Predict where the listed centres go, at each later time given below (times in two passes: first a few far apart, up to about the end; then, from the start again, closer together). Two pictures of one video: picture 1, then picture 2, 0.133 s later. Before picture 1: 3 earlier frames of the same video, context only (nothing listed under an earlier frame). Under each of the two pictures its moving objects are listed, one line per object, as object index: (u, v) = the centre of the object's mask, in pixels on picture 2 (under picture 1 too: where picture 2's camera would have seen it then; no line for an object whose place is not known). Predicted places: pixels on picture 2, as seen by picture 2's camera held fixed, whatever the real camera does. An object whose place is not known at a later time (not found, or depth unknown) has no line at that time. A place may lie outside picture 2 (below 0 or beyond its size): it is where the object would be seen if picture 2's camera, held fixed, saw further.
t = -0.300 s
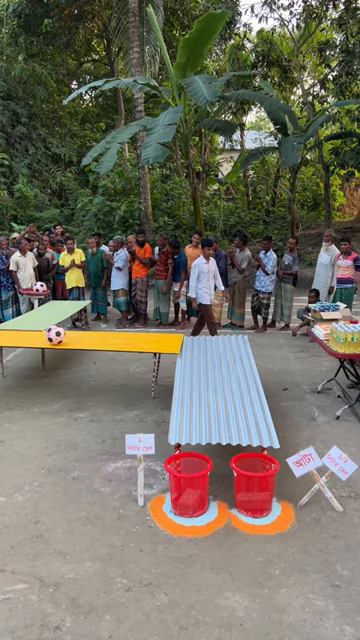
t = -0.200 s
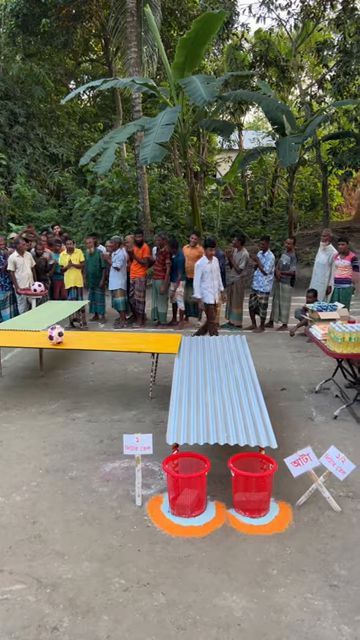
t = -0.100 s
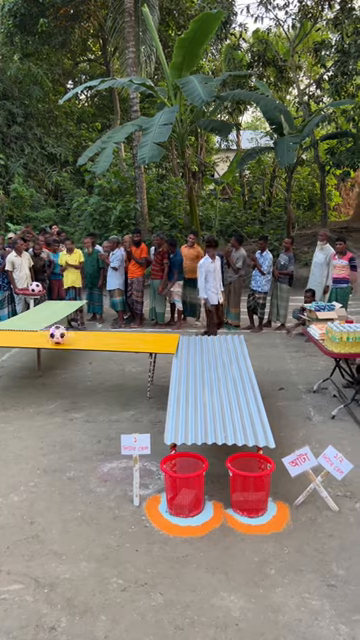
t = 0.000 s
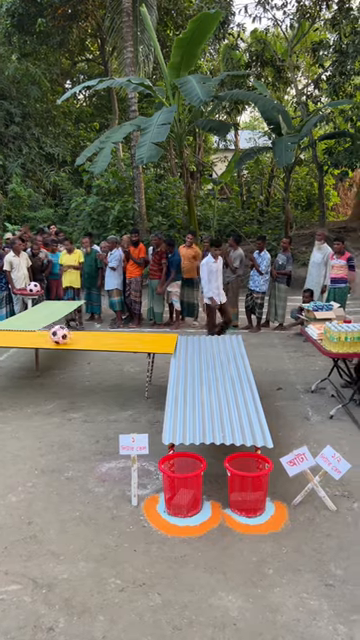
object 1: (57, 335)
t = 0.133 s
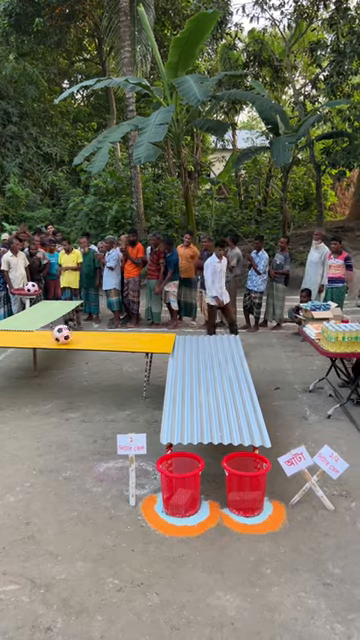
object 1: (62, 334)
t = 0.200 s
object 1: (64, 334)
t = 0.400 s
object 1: (71, 334)
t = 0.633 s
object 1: (80, 335)
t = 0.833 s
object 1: (88, 335)
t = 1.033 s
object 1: (96, 335)
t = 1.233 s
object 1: (105, 335)
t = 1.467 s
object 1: (113, 336)
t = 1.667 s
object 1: (120, 337)
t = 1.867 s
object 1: (129, 337)
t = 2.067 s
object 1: (138, 337)
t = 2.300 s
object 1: (147, 337)
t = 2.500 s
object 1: (156, 338)
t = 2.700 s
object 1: (165, 338)
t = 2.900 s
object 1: (173, 338)
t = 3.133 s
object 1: (183, 341)
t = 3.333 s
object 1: (192, 342)
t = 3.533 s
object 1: (198, 343)
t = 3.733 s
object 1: (204, 345)
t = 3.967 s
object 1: (210, 348)
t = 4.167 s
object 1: (212, 349)
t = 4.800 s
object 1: (214, 359)
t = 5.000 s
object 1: (216, 363)
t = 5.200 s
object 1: (219, 368)
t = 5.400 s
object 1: (218, 373)
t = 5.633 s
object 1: (217, 380)
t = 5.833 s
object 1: (220, 387)
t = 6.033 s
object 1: (222, 394)
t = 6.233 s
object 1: (222, 403)
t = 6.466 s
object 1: (225, 415)
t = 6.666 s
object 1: (227, 426)
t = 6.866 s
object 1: (225, 446)
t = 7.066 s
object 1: (225, 460)
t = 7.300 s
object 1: (225, 524)
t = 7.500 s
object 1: (222, 502)
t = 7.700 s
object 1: (220, 539)
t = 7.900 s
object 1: (218, 557)
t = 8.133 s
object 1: (215, 588)
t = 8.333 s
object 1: (215, 610)
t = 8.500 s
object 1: (214, 634)
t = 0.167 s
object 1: (63, 333)
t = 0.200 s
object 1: (64, 334)
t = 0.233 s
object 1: (66, 334)
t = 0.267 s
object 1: (67, 334)
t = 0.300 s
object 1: (68, 333)
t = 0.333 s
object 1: (69, 334)
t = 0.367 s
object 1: (70, 334)
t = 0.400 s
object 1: (71, 334)
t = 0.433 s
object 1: (73, 334)
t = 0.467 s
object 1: (74, 335)
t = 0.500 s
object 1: (75, 335)
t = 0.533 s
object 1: (76, 335)
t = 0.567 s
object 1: (77, 335)
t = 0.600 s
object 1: (79, 335)
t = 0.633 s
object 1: (80, 335)
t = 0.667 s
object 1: (82, 335)
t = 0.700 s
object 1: (83, 335)
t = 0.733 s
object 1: (84, 335)
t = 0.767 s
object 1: (86, 335)
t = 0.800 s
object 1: (87, 335)
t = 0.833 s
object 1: (88, 335)
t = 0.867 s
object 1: (90, 335)
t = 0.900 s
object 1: (91, 335)
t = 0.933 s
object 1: (92, 335)
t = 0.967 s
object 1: (94, 335)
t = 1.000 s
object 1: (95, 335)
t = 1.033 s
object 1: (96, 335)
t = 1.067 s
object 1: (98, 335)
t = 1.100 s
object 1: (99, 335)
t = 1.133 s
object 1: (100, 335)
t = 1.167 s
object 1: (101, 336)
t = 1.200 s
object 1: (103, 336)
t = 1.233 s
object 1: (105, 335)
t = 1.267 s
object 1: (106, 335)
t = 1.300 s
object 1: (107, 336)
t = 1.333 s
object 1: (109, 336)
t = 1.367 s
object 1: (110, 336)
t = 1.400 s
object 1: (111, 336)
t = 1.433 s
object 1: (113, 336)
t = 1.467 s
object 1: (113, 336)
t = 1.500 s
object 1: (115, 336)
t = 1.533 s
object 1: (116, 336)
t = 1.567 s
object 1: (117, 336)
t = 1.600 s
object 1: (119, 337)
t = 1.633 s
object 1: (120, 337)
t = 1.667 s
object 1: (120, 337)
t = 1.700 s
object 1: (122, 337)
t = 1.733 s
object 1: (123, 337)
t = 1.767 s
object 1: (125, 337)
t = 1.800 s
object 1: (126, 336)
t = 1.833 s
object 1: (128, 336)
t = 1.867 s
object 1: (129, 337)
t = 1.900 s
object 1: (131, 337)
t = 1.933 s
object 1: (132, 337)
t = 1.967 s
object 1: (133, 337)
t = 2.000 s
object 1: (135, 337)
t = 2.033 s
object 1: (136, 337)
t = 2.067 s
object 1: (138, 337)
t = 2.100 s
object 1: (139, 337)
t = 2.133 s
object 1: (140, 337)
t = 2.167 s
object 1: (142, 337)
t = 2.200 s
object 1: (143, 337)
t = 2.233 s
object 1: (145, 337)
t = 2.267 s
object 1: (146, 337)
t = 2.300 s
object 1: (147, 337)
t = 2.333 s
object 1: (148, 337)
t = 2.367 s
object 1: (150, 338)
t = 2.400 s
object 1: (151, 338)
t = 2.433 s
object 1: (153, 337)
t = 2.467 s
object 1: (154, 338)
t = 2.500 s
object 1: (156, 338)
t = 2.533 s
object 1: (158, 337)
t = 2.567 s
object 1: (159, 338)
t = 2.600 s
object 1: (161, 338)
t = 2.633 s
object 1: (162, 338)
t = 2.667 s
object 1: (164, 338)
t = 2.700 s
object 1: (165, 338)
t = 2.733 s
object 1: (166, 338)
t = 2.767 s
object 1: (168, 338)
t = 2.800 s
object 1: (169, 338)
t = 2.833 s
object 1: (170, 338)
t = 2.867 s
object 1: (172, 338)
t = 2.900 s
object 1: (173, 338)
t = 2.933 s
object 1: (175, 339)
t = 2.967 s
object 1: (176, 339)
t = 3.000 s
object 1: (177, 340)
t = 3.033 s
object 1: (179, 340)
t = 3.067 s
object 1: (181, 341)
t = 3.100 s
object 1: (182, 341)
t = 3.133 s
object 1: (183, 341)
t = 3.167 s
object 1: (186, 342)
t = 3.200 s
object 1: (187, 342)
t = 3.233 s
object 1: (188, 342)
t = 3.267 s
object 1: (190, 342)
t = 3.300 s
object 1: (191, 341)
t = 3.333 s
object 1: (192, 342)
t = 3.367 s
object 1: (193, 343)
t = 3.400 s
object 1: (194, 343)
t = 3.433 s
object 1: (195, 343)
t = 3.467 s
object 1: (196, 343)
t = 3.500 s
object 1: (197, 343)
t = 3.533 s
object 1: (198, 343)
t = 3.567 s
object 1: (199, 344)
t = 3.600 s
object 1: (201, 344)
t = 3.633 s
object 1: (202, 344)
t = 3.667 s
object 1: (203, 344)
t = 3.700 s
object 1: (203, 344)
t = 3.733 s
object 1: (204, 345)
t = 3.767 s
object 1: (205, 346)
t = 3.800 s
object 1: (206, 347)
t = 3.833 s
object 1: (207, 346)
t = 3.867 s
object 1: (208, 347)
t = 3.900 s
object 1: (209, 347)
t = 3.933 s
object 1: (209, 347)
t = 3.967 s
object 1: (210, 348)
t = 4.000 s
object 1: (210, 348)
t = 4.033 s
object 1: (210, 347)
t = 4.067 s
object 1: (211, 347)
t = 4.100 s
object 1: (211, 348)
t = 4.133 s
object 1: (212, 349)
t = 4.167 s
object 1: (212, 349)
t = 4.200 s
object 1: (213, 350)
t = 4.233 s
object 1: (214, 351)
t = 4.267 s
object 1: (215, 352)
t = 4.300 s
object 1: (215, 352)
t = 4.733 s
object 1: (214, 358)
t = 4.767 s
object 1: (214, 359)
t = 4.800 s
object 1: (214, 359)
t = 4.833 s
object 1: (214, 359)
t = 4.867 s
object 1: (214, 362)
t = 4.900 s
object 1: (214, 362)
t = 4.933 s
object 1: (215, 362)
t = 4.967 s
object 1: (215, 363)
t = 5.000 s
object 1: (216, 363)
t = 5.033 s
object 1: (216, 364)
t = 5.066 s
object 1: (217, 365)
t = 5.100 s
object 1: (217, 366)
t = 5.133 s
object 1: (218, 367)
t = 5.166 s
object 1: (218, 368)
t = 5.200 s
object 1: (219, 368)
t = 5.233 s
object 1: (219, 369)
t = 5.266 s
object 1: (219, 370)
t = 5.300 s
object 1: (219, 371)
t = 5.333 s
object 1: (219, 371)
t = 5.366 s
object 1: (218, 372)
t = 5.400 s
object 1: (218, 373)
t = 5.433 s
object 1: (218, 375)
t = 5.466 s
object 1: (217, 376)
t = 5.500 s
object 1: (217, 376)
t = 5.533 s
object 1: (216, 377)
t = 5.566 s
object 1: (217, 378)
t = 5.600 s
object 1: (217, 379)
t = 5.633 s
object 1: (217, 380)
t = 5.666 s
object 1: (217, 381)
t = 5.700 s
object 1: (217, 382)
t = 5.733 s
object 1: (218, 383)
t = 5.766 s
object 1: (218, 384)
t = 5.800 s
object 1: (218, 386)
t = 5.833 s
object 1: (220, 387)
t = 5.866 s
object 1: (220, 388)
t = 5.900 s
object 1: (221, 390)
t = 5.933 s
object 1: (221, 390)
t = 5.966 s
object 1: (222, 392)
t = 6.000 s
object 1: (222, 393)
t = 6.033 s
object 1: (222, 394)
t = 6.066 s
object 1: (223, 396)
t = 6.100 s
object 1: (223, 398)
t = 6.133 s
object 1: (222, 399)
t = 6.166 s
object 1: (222, 400)
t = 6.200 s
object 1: (222, 402)
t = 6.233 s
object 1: (222, 403)
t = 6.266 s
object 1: (222, 404)
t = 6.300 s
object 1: (222, 406)
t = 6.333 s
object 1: (222, 408)
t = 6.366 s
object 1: (223, 409)
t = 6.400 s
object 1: (223, 411)
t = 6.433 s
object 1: (224, 413)
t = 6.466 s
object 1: (225, 415)
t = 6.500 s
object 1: (225, 416)
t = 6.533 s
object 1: (225, 418)
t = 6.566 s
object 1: (226, 419)
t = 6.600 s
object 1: (226, 422)
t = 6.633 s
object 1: (227, 423)
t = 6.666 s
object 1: (227, 426)
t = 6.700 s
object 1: (226, 428)
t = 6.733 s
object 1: (226, 429)
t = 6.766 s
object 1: (225, 432)
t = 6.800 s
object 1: (226, 435)
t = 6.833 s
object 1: (225, 439)
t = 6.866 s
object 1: (225, 446)
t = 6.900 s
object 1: (225, 449)
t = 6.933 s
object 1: (225, 448)
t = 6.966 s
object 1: (225, 449)
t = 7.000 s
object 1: (225, 451)
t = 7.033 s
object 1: (225, 455)
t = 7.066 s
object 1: (225, 460)
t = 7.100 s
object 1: (225, 467)
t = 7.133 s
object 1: (225, 475)
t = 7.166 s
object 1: (224, 486)
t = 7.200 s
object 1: (225, 497)
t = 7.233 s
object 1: (225, 510)
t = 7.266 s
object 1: (225, 526)
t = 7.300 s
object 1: (225, 524)
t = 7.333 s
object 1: (224, 516)
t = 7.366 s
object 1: (224, 510)
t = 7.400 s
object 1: (224, 506)
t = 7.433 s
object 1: (223, 503)
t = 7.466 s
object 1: (222, 502)
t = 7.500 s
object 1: (222, 502)
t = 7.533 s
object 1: (221, 503)
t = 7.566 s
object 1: (221, 507)
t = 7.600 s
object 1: (221, 512)
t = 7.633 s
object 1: (220, 519)
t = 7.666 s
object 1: (220, 529)
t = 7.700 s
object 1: (220, 539)
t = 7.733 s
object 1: (219, 550)
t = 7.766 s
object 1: (219, 566)
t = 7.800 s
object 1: (219, 570)
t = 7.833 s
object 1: (219, 564)
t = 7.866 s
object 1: (219, 560)
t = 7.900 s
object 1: (218, 557)
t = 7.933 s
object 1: (218, 556)
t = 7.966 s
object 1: (218, 556)
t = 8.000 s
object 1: (217, 559)
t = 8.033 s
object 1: (217, 563)
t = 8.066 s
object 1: (216, 570)
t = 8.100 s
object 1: (216, 578)
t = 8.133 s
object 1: (215, 588)
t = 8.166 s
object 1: (216, 601)
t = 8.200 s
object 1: (216, 616)
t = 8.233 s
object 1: (216, 620)
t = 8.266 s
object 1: (215, 615)
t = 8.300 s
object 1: (215, 611)
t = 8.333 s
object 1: (215, 610)
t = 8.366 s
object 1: (214, 611)
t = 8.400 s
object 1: (214, 614)
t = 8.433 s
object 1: (214, 618)
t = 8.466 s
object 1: (215, 625)
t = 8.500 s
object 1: (214, 634)
